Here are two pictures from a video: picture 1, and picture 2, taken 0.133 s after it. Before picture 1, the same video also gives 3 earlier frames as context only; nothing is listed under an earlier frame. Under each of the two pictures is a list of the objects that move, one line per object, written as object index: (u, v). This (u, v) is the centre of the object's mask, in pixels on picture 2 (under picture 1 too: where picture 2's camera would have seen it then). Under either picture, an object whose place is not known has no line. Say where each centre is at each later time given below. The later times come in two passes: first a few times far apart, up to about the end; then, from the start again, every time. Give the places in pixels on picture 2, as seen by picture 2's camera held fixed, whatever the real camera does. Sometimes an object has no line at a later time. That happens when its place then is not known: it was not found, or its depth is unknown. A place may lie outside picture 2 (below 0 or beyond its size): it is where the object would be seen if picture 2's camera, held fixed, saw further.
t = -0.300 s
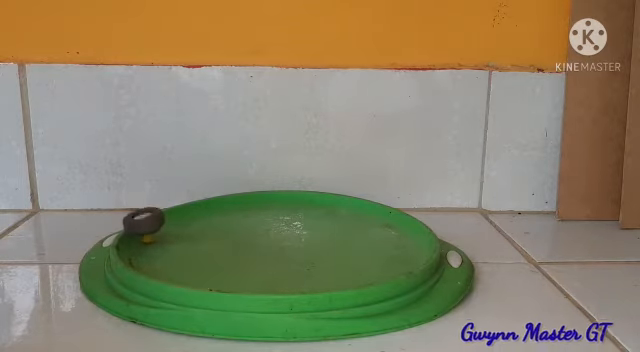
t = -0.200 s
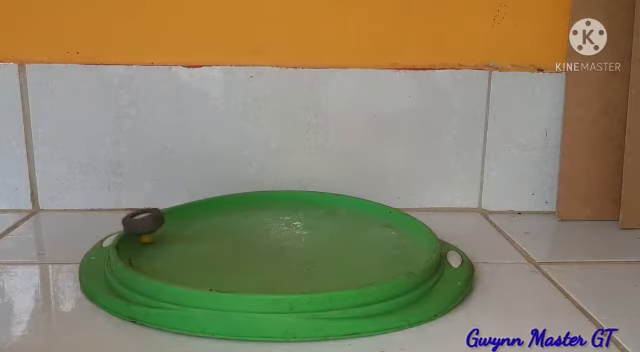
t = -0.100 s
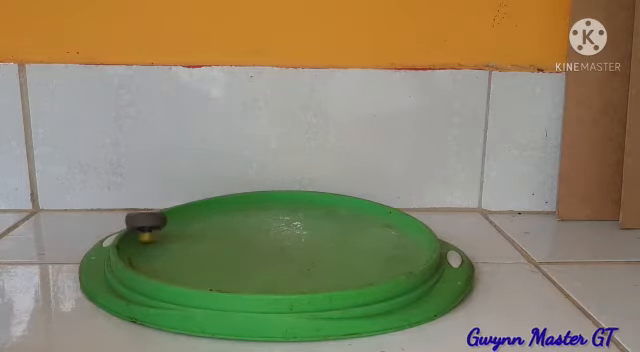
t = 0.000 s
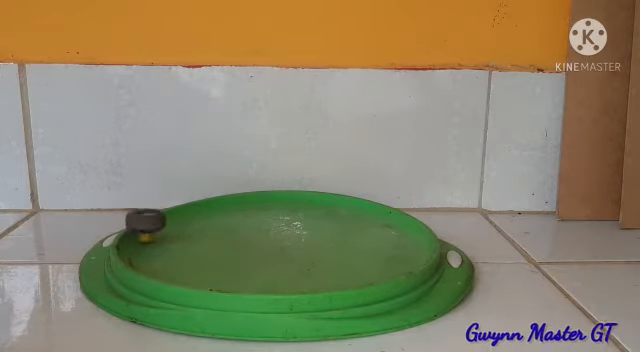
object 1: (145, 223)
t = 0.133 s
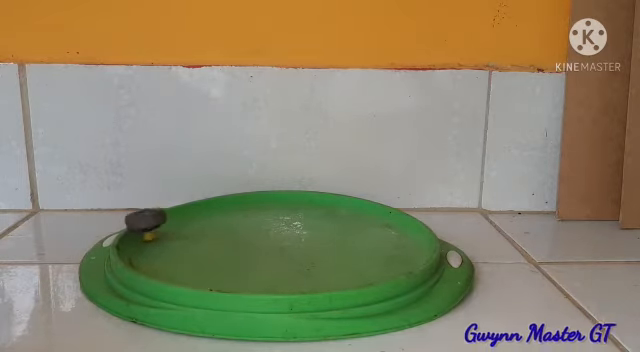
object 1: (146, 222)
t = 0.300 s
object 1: (150, 220)
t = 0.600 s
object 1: (160, 218)
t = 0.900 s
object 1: (168, 218)
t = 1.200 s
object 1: (192, 217)
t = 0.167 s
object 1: (145, 221)
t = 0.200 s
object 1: (147, 220)
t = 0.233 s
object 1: (150, 222)
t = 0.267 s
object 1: (151, 221)
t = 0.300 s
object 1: (150, 220)
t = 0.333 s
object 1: (151, 220)
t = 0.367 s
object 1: (152, 218)
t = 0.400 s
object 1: (154, 219)
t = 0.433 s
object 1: (153, 219)
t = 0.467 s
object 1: (153, 218)
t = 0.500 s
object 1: (153, 217)
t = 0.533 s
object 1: (157, 216)
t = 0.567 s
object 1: (158, 217)
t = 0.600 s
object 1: (160, 218)
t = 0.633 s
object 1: (161, 216)
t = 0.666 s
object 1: (161, 216)
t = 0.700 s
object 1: (161, 216)
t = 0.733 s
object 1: (159, 214)
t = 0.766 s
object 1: (158, 213)
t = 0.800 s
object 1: (160, 213)
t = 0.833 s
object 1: (164, 214)
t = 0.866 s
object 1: (167, 216)
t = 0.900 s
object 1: (168, 218)
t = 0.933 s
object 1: (170, 218)
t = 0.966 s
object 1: (171, 217)
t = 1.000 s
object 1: (173, 217)
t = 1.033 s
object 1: (175, 217)
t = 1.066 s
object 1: (178, 217)
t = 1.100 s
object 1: (181, 217)
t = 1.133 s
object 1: (185, 217)
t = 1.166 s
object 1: (188, 217)
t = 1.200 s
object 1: (192, 217)
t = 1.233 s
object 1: (194, 217)
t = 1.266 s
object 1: (196, 218)
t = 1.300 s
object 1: (198, 219)
